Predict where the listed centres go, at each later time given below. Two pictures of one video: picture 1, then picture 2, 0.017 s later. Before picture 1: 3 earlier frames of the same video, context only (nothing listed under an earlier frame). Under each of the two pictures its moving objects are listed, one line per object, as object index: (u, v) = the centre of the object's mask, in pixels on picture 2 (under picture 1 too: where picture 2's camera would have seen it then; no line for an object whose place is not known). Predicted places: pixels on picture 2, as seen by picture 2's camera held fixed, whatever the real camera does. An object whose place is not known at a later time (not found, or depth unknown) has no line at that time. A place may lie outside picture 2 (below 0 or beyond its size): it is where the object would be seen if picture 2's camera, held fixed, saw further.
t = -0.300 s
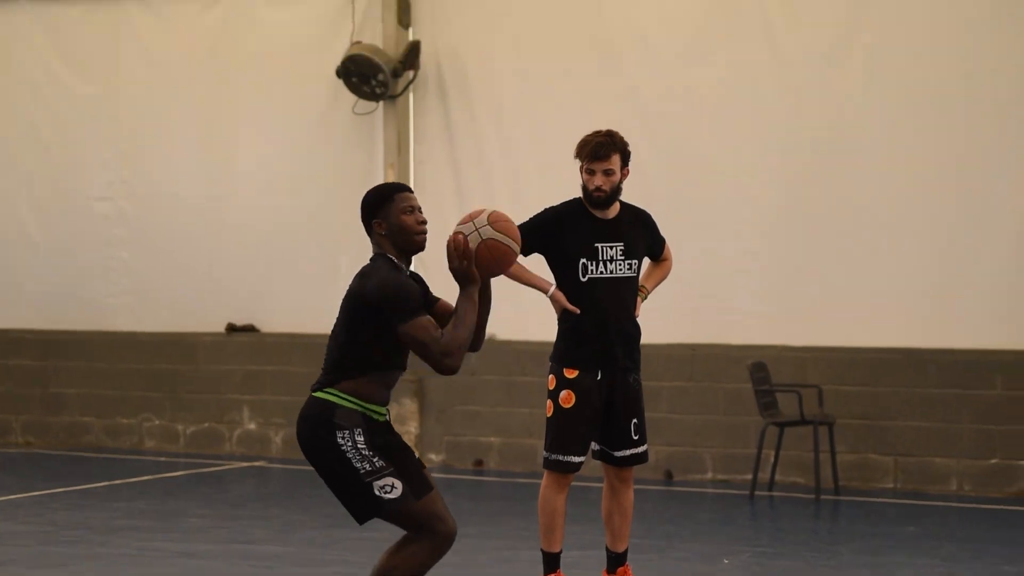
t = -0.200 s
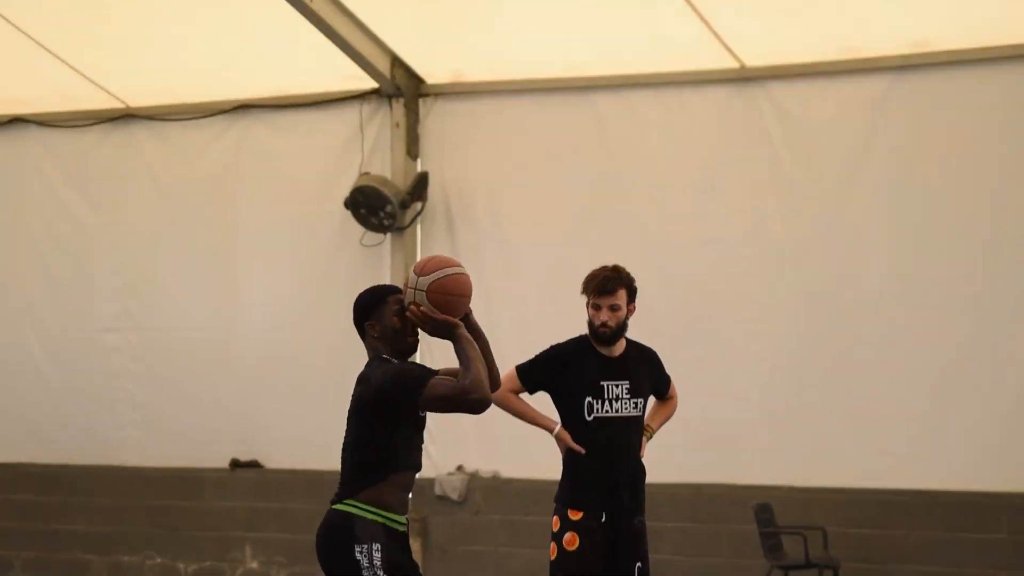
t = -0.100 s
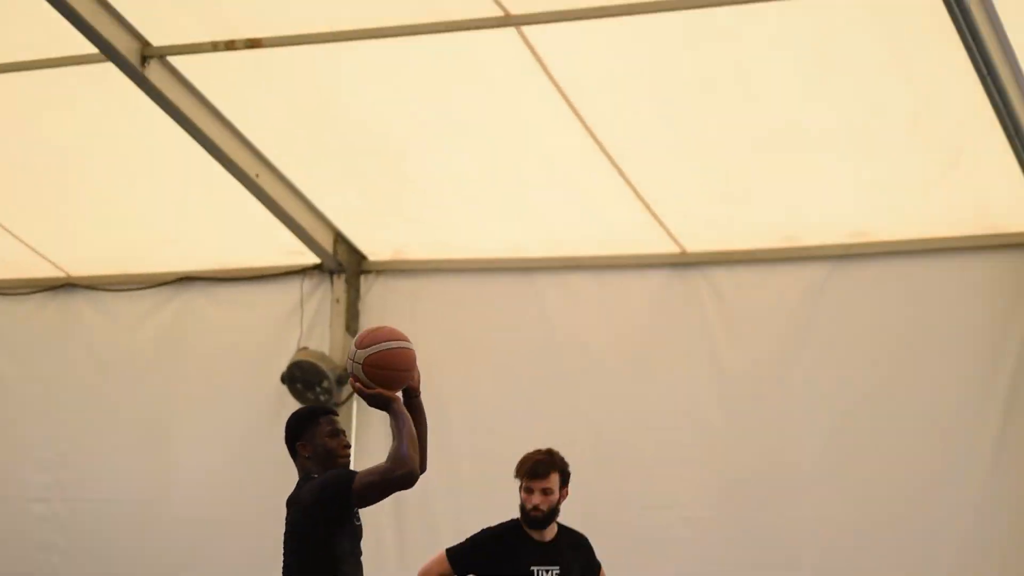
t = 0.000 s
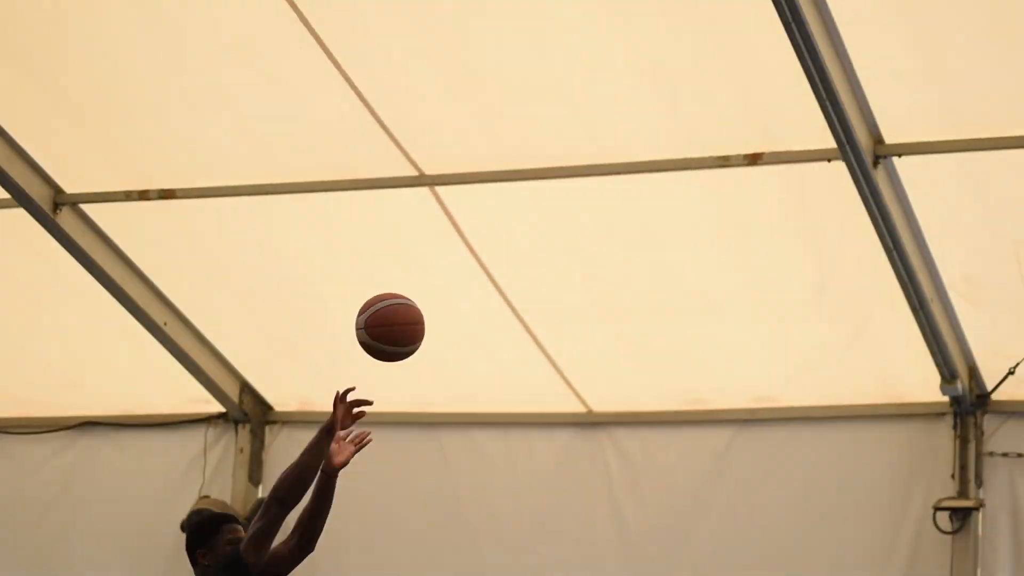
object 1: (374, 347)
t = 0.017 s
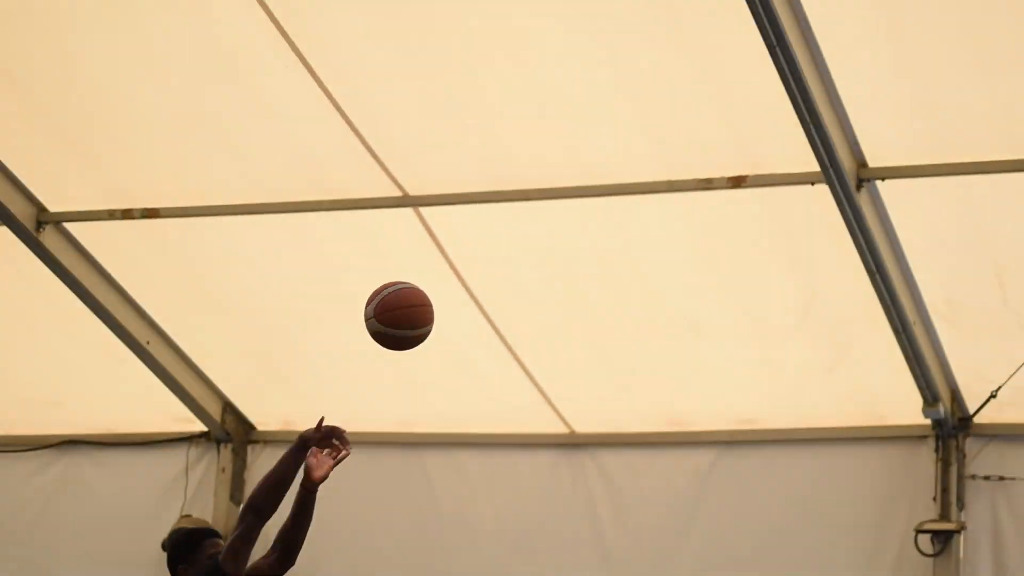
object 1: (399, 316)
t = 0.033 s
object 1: (424, 285)
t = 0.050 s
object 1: (449, 254)
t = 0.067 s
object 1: (475, 225)
